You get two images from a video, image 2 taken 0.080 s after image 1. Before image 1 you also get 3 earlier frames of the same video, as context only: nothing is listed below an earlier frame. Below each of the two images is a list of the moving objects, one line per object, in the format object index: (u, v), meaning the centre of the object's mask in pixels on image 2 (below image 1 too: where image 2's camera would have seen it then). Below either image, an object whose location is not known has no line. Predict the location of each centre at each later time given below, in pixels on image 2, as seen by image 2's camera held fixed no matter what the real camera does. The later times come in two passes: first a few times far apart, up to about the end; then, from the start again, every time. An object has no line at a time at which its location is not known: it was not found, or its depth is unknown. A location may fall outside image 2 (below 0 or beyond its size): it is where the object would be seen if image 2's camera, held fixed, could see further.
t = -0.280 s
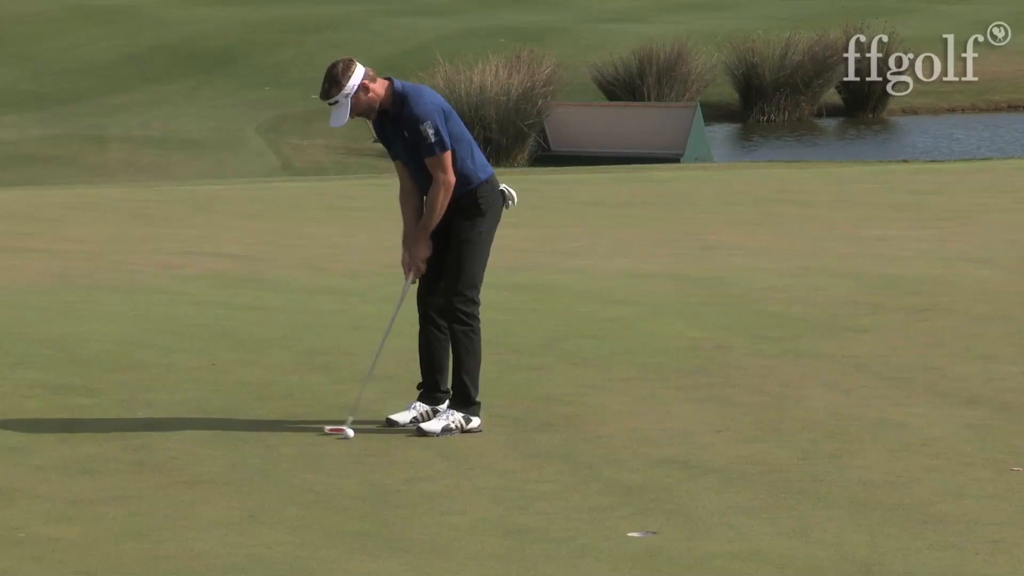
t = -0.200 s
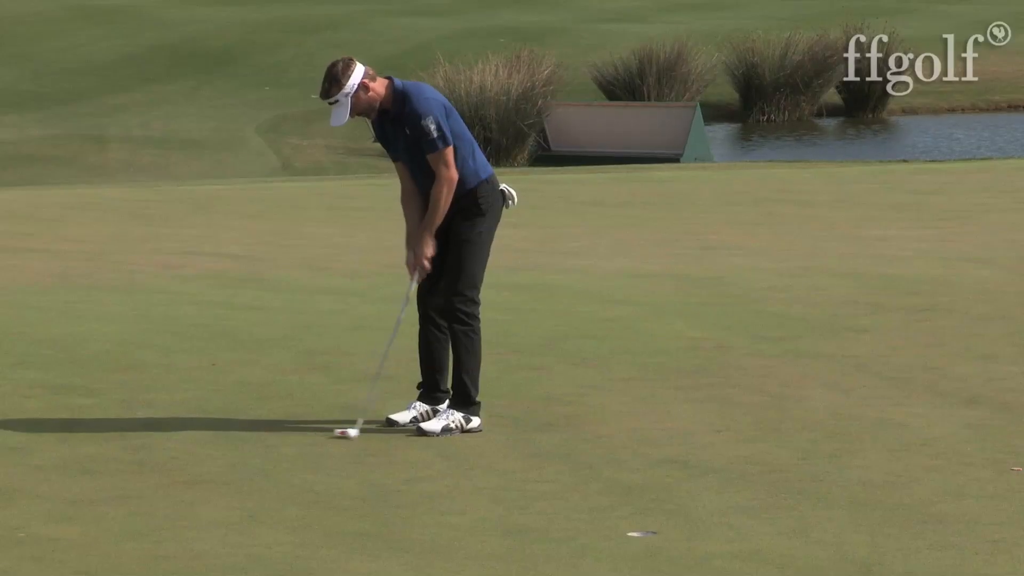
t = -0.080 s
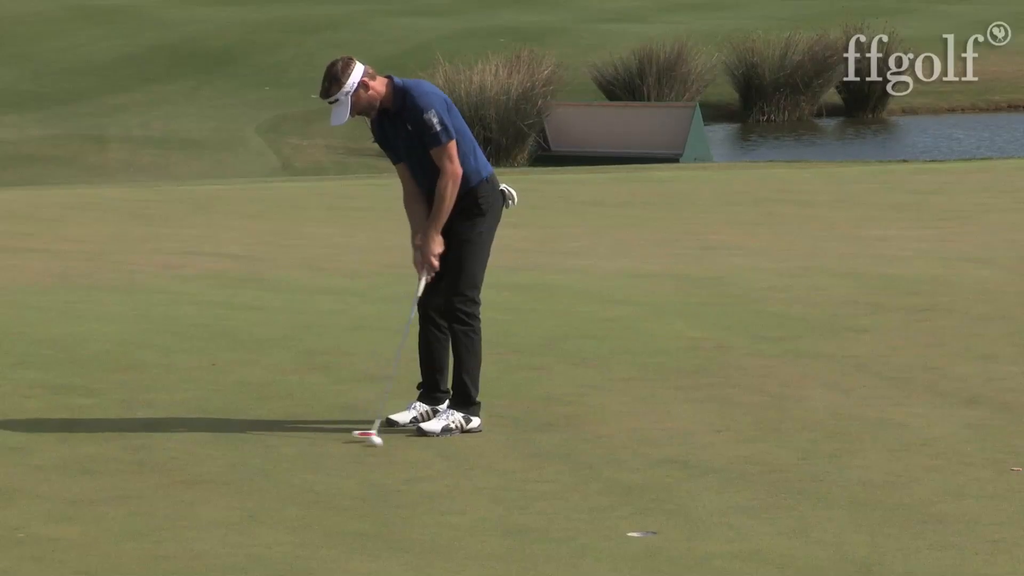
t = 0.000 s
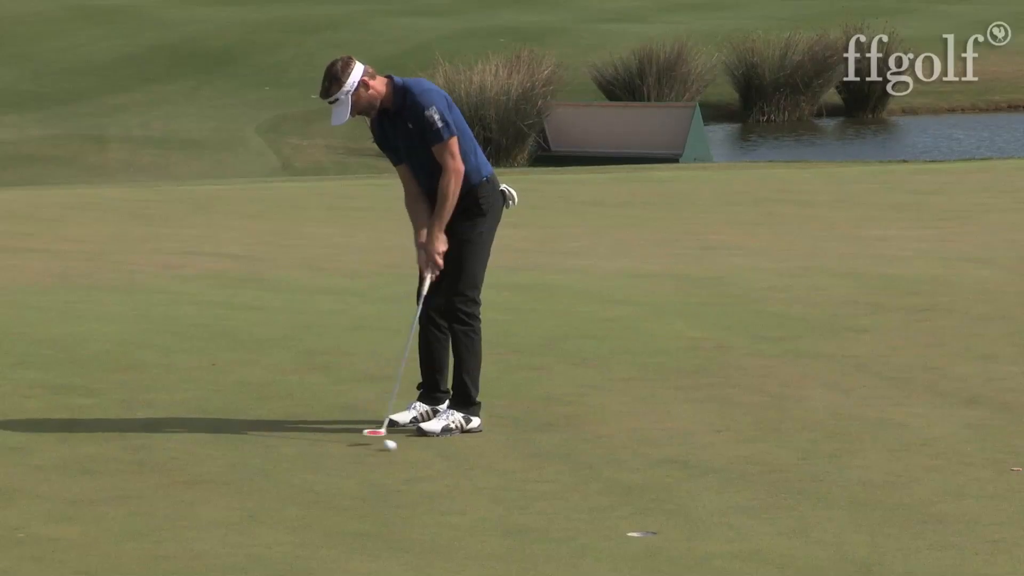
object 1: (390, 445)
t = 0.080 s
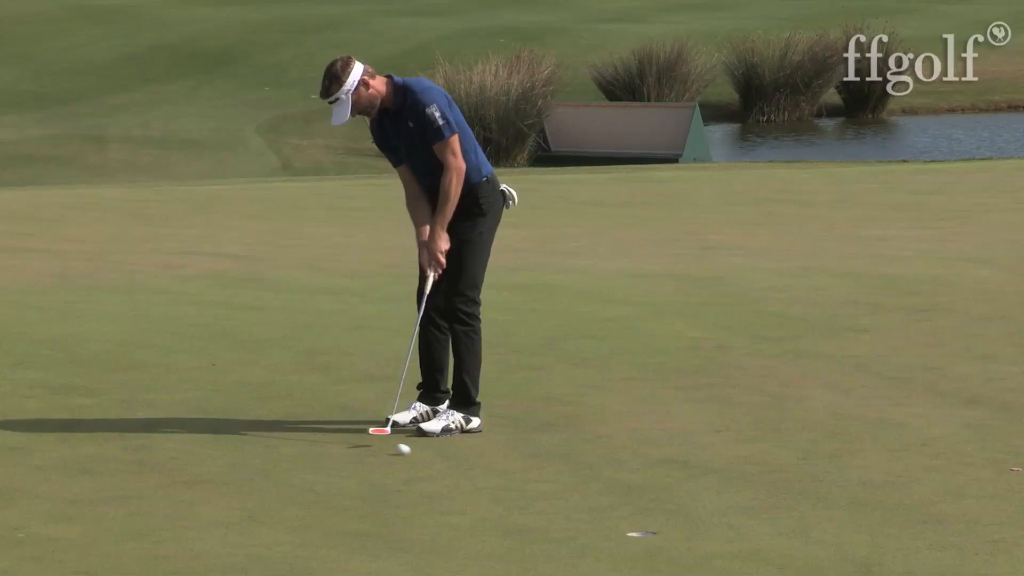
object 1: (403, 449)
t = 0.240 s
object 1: (430, 457)
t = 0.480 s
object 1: (468, 469)
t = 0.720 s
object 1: (504, 480)
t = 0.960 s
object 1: (536, 491)
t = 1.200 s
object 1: (565, 502)
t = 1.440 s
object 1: (593, 511)
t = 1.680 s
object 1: (616, 519)
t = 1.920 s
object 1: (638, 529)
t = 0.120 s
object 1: (410, 451)
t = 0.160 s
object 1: (417, 453)
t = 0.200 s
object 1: (423, 455)
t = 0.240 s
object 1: (430, 457)
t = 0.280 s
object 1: (437, 459)
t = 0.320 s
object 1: (443, 461)
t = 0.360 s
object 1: (449, 463)
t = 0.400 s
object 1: (456, 465)
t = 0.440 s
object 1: (462, 467)
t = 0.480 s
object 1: (468, 469)
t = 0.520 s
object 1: (475, 471)
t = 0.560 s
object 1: (481, 473)
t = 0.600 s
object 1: (487, 475)
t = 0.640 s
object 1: (493, 477)
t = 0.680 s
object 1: (499, 479)
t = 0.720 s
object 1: (504, 480)
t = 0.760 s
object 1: (510, 482)
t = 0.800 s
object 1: (516, 484)
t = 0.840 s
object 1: (521, 486)
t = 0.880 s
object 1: (526, 488)
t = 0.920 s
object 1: (531, 489)
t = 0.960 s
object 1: (536, 491)
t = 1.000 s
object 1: (541, 493)
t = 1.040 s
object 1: (546, 495)
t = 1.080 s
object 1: (551, 497)
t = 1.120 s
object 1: (556, 498)
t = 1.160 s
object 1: (561, 500)
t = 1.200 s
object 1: (565, 502)
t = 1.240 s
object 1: (570, 503)
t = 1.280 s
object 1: (574, 505)
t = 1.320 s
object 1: (579, 506)
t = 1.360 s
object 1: (583, 508)
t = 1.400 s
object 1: (588, 509)
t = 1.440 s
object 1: (593, 511)
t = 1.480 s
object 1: (597, 512)
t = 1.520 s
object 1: (601, 513)
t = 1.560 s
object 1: (605, 515)
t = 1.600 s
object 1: (609, 516)
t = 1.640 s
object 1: (613, 518)
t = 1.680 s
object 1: (616, 519)
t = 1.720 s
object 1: (620, 520)
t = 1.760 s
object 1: (624, 521)
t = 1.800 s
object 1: (628, 523)
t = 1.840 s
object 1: (631, 524)
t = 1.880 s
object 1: (635, 525)
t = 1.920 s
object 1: (638, 529)
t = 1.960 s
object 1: (642, 532)
